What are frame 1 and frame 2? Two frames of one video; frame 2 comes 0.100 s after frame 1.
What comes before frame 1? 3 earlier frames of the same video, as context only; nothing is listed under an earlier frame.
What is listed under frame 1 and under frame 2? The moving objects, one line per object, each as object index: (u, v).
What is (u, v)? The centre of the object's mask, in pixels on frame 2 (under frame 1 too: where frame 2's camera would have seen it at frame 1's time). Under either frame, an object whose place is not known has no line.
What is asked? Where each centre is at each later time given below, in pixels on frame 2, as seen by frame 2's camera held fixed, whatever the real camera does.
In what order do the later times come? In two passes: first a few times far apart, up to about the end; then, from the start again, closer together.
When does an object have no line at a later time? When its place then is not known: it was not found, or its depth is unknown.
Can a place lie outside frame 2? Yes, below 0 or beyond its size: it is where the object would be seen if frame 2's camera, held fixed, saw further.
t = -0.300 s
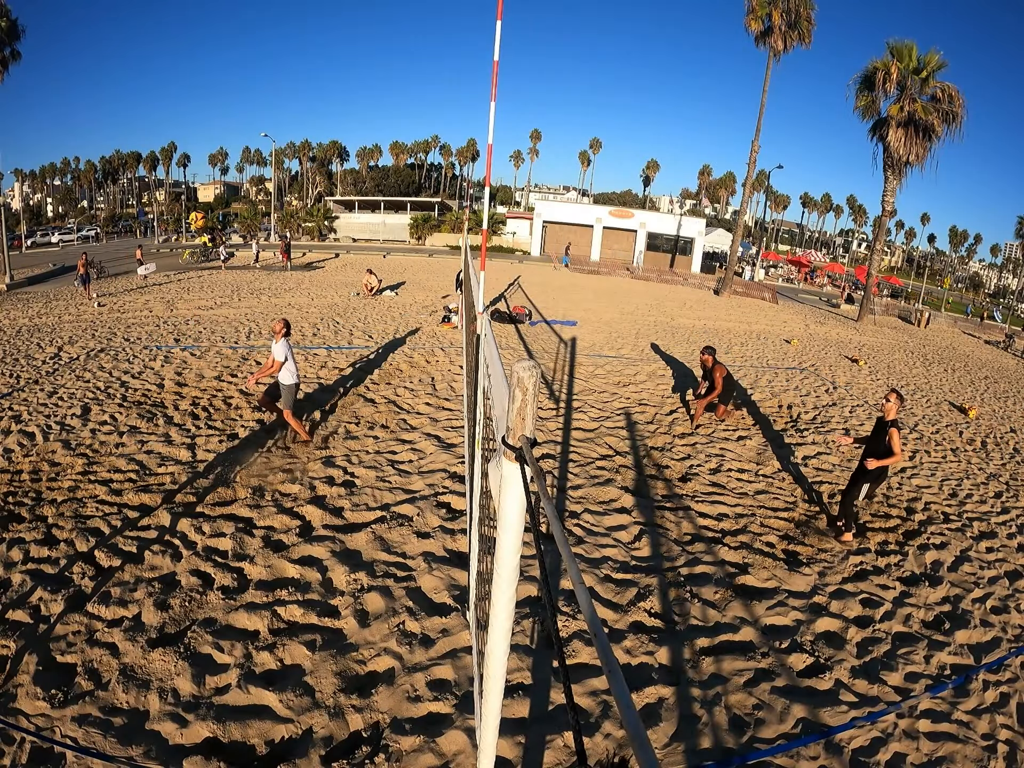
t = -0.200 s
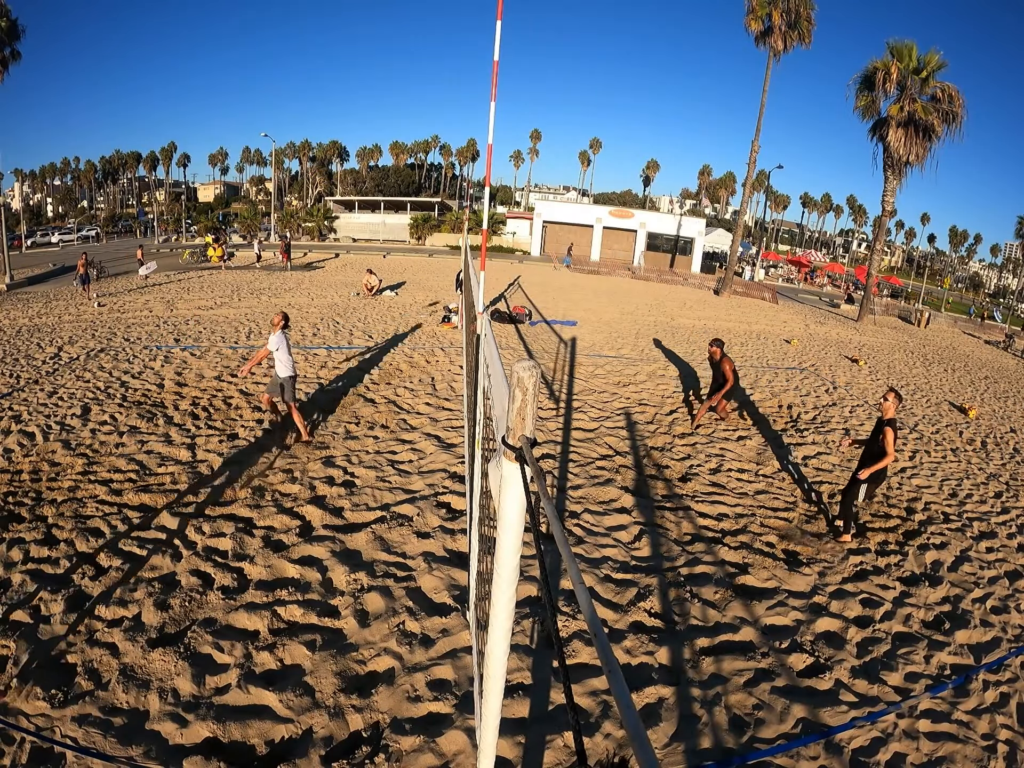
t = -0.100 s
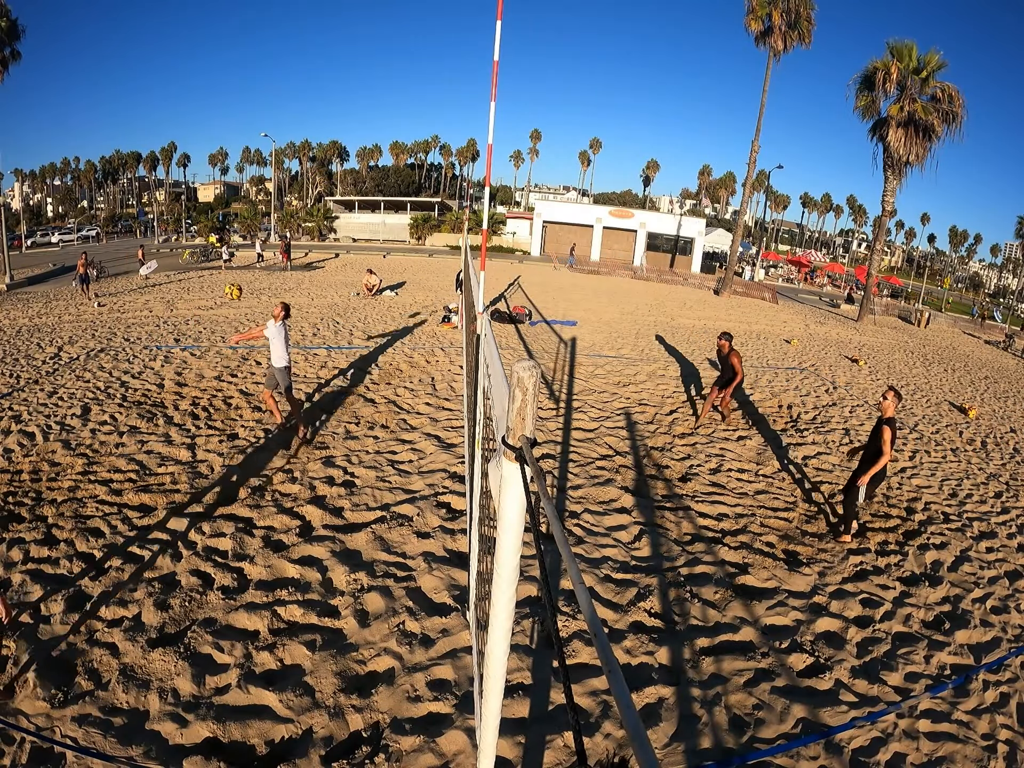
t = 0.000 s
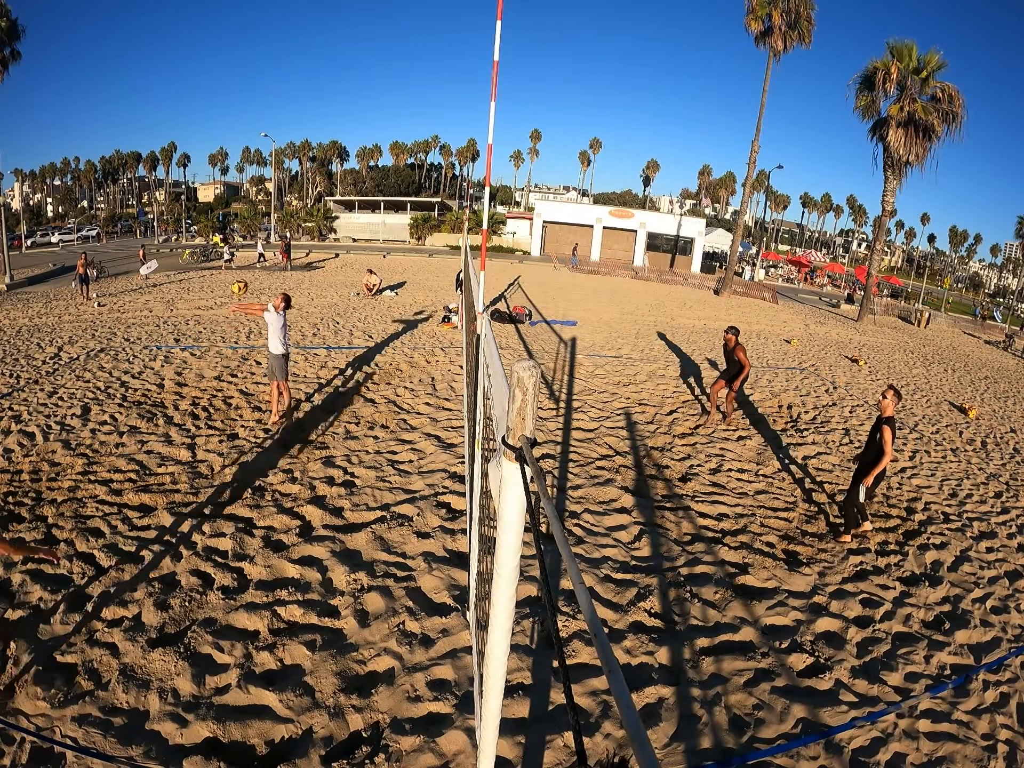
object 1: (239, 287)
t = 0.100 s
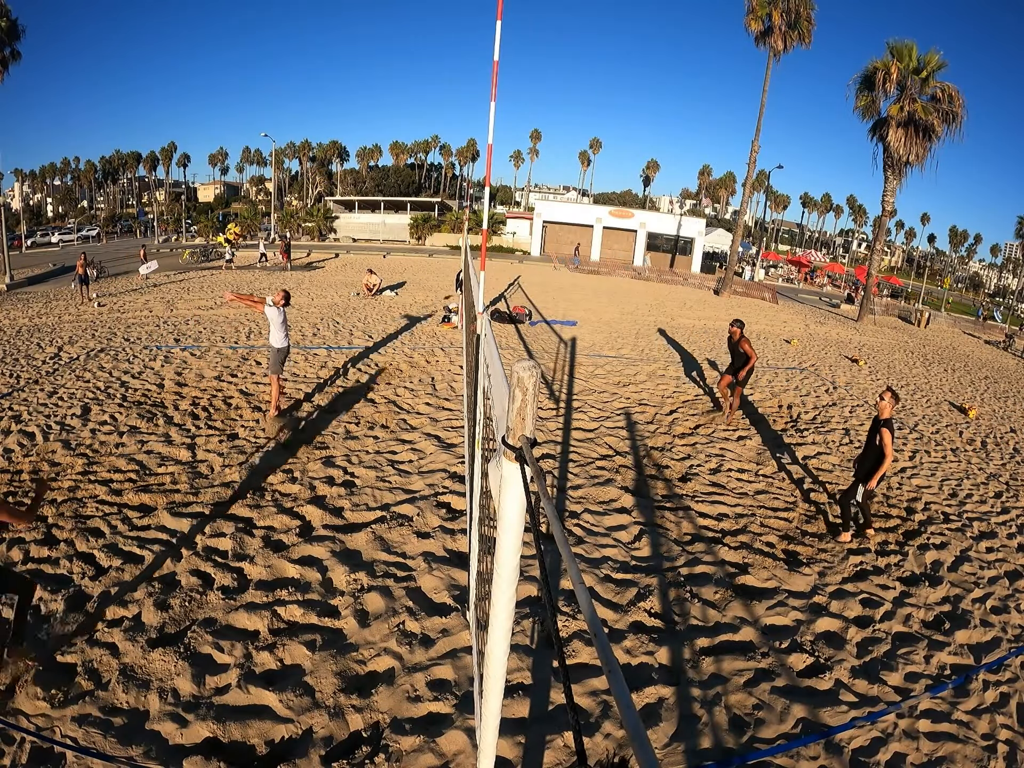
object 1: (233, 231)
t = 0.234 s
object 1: (230, 167)
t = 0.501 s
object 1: (226, 78)
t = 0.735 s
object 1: (223, 49)
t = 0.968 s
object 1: (216, 69)
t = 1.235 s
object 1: (207, 160)
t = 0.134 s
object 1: (232, 214)
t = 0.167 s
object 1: (231, 198)
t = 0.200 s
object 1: (230, 182)
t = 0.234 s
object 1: (230, 167)
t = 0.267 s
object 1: (229, 153)
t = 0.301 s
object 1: (229, 139)
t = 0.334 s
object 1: (228, 127)
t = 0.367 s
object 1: (228, 116)
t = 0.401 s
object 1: (228, 105)
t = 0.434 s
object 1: (227, 95)
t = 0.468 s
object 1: (227, 86)
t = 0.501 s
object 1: (226, 78)
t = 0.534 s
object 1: (226, 71)
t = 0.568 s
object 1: (226, 65)
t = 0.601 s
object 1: (225, 60)
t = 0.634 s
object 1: (225, 56)
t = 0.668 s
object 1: (224, 53)
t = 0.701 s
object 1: (224, 50)
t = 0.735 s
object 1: (223, 49)
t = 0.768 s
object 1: (222, 49)
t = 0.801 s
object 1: (222, 49)
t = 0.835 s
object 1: (221, 51)
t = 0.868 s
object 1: (219, 54)
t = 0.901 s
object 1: (219, 58)
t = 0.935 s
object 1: (217, 63)
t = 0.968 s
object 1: (216, 69)
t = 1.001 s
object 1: (215, 76)
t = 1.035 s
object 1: (214, 84)
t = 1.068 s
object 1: (213, 94)
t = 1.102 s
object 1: (212, 105)
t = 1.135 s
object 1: (210, 116)
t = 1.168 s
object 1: (209, 130)
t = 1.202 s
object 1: (208, 144)
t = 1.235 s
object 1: (207, 160)
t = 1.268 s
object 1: (207, 177)
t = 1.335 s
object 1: (206, 214)
